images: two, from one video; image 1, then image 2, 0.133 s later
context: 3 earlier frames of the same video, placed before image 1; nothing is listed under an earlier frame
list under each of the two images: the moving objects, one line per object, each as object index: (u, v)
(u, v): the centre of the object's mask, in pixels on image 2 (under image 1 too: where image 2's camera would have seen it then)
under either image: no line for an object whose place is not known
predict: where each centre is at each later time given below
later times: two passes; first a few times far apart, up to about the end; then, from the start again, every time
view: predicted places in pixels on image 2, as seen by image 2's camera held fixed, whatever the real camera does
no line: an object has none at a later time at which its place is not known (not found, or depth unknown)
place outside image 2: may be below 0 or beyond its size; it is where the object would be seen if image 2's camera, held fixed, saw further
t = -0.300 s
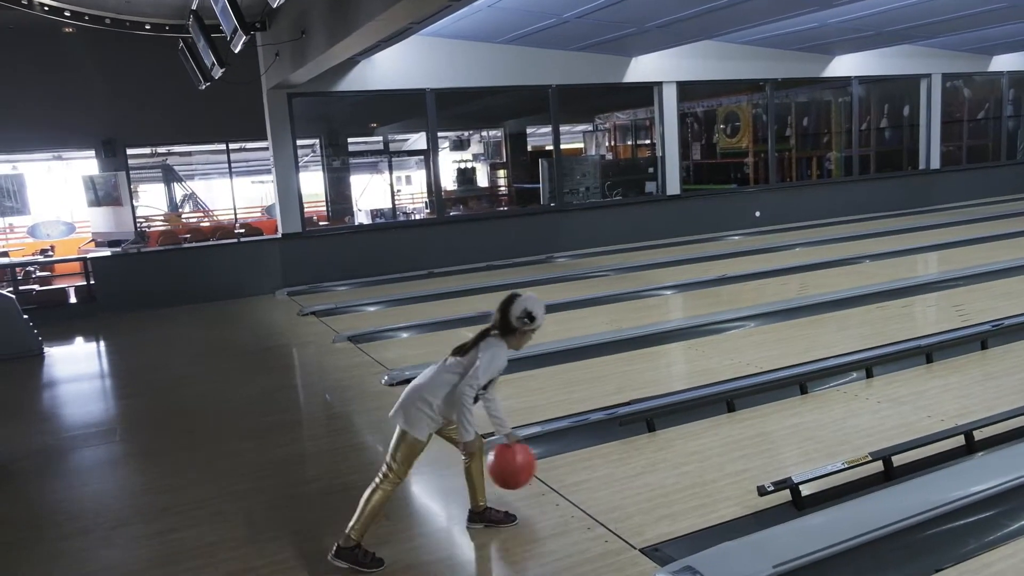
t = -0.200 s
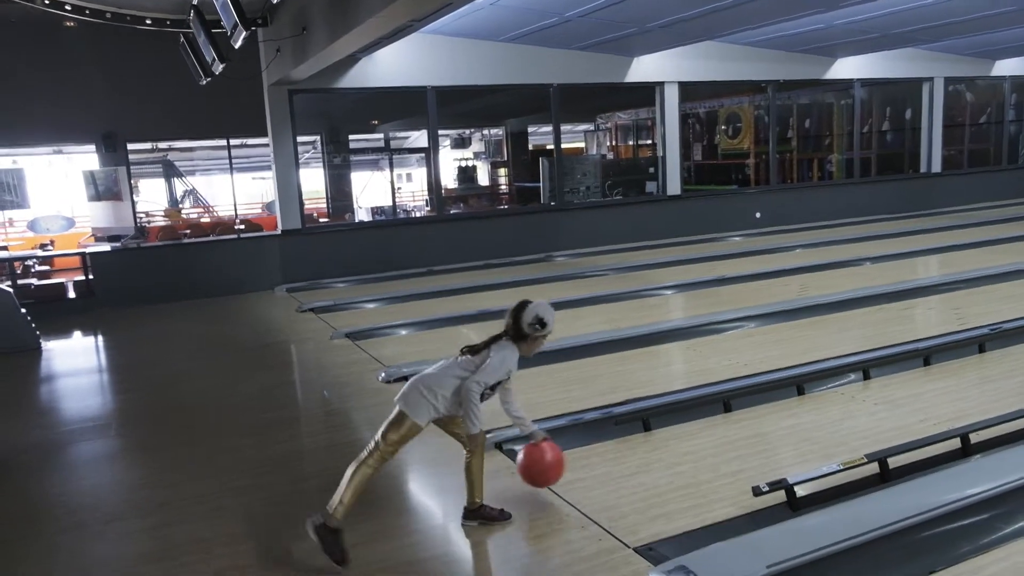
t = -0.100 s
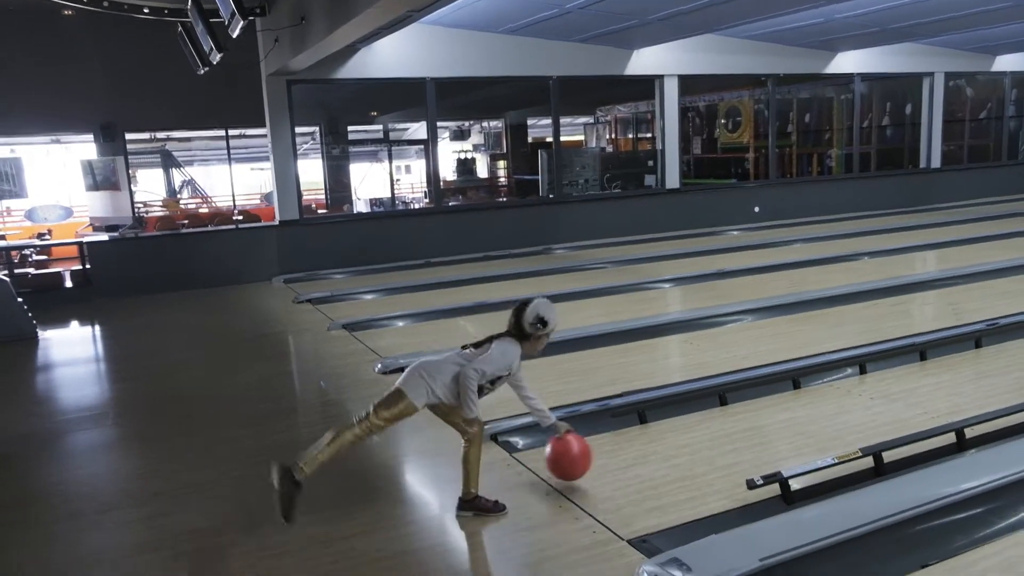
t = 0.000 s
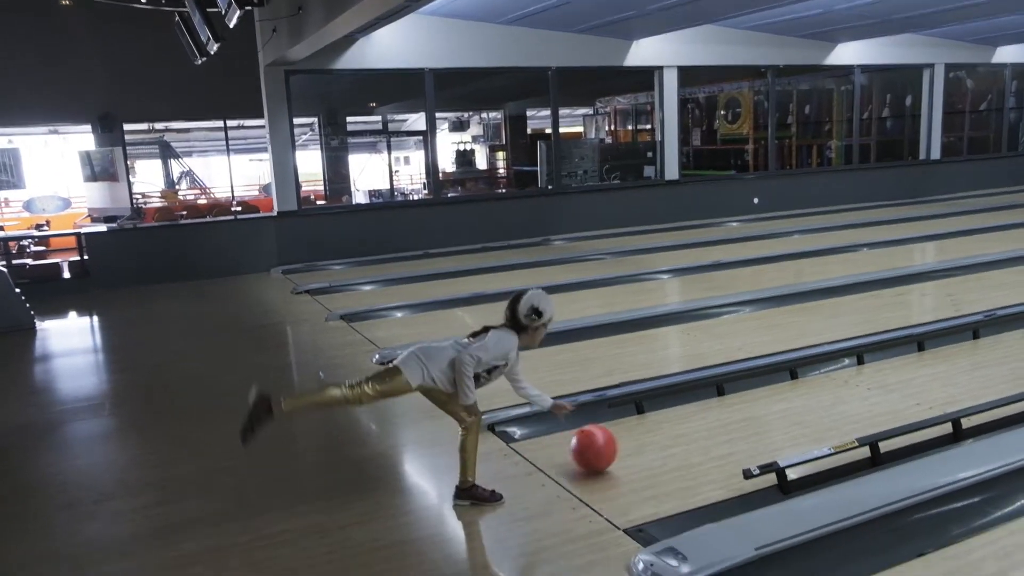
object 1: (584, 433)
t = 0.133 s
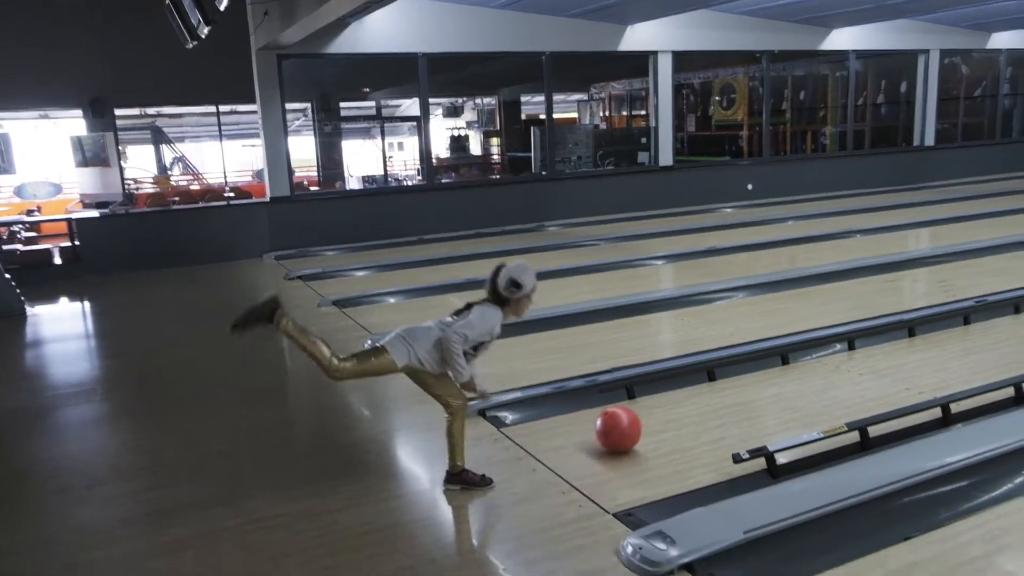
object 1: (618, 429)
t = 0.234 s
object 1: (640, 425)
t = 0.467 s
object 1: (680, 418)
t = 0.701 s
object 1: (716, 412)
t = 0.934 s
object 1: (751, 406)
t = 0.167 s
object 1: (626, 428)
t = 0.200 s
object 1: (633, 426)
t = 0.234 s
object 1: (640, 425)
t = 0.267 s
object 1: (647, 424)
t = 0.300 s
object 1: (653, 423)
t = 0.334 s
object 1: (659, 422)
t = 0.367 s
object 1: (664, 421)
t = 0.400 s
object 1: (669, 420)
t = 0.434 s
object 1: (675, 419)
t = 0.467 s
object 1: (680, 418)
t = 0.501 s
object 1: (685, 417)
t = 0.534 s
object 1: (690, 416)
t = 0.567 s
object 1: (695, 415)
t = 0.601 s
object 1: (701, 415)
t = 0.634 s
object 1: (706, 414)
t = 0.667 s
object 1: (711, 413)
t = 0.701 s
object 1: (716, 412)
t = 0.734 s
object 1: (721, 411)
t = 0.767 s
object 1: (726, 410)
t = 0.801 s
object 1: (731, 409)
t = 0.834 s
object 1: (736, 408)
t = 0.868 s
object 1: (741, 408)
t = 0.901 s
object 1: (746, 407)
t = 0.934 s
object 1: (751, 406)
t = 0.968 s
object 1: (756, 405)
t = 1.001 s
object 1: (761, 404)
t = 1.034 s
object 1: (766, 403)
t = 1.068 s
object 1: (771, 403)
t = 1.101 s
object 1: (775, 402)
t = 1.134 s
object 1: (780, 401)
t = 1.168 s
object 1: (785, 400)
